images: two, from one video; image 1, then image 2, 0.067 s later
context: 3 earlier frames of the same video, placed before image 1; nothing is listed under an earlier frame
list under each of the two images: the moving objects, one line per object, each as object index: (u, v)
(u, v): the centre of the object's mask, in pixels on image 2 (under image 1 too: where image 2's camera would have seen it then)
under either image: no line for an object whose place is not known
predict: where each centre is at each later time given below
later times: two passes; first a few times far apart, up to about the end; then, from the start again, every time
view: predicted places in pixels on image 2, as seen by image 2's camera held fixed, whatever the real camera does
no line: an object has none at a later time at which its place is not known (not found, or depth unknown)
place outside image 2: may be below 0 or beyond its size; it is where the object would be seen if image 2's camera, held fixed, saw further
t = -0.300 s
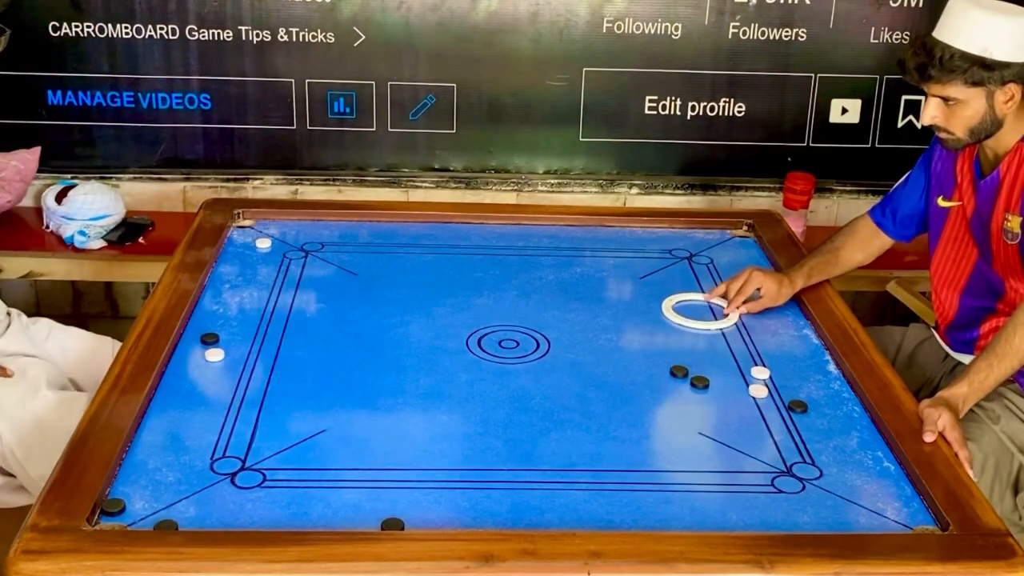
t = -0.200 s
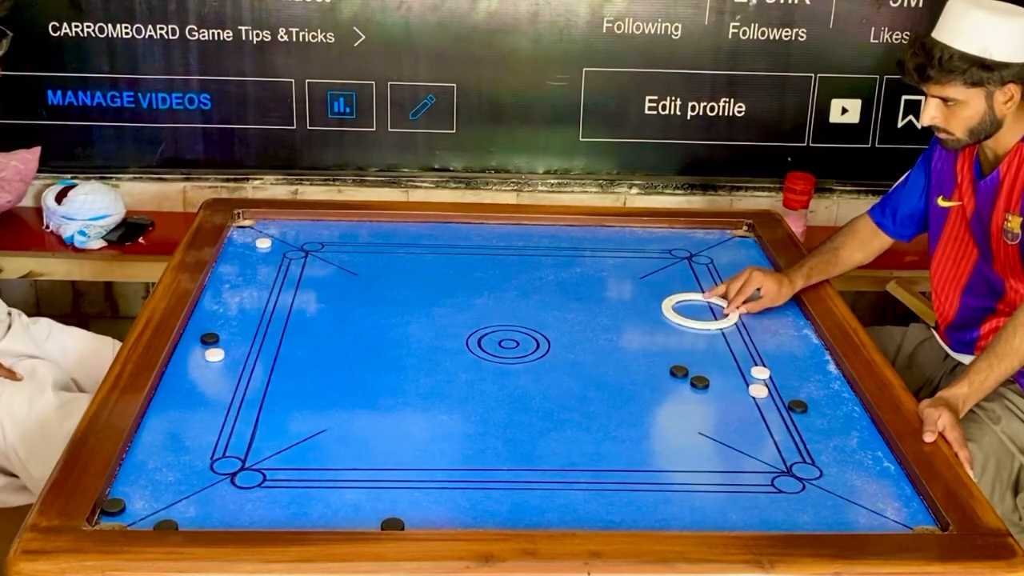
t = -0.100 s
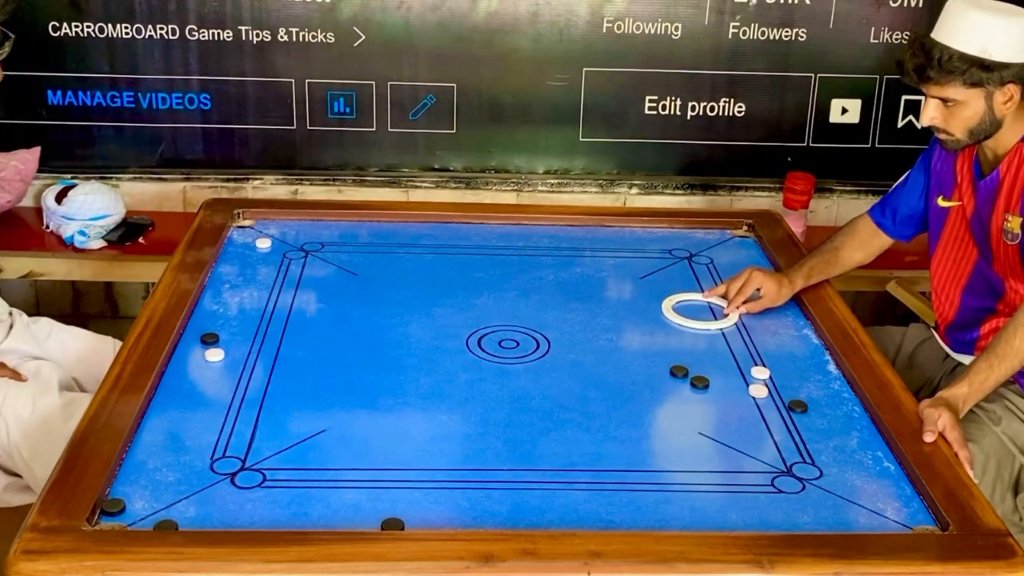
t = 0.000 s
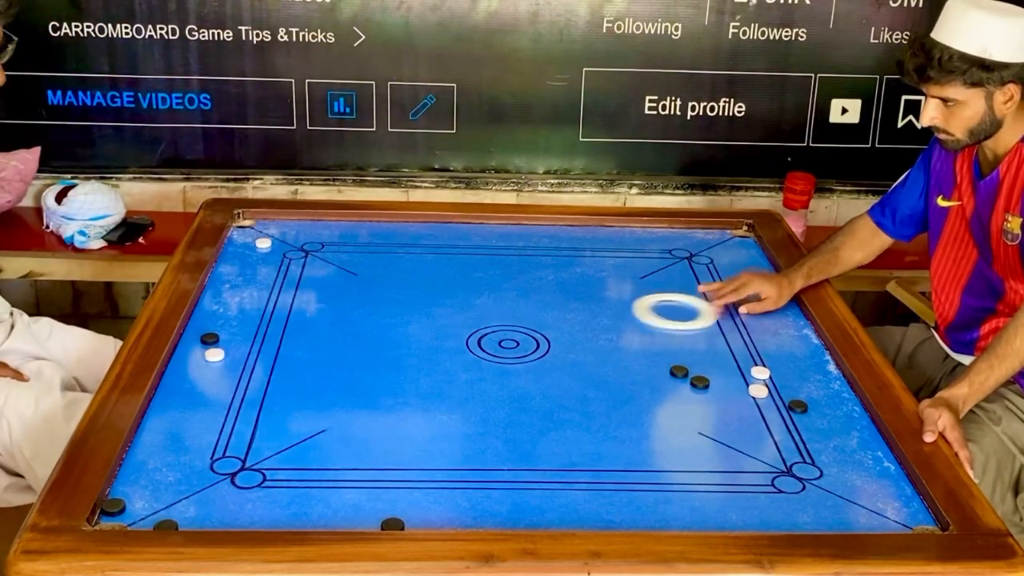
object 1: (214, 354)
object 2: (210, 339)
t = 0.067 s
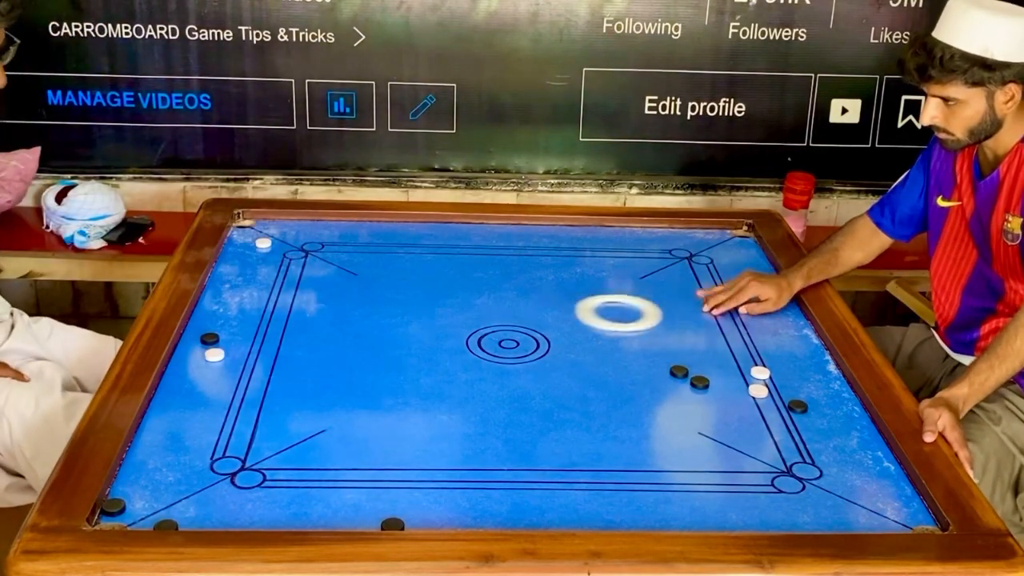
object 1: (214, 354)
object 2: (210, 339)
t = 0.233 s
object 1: (214, 354)
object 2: (210, 339)
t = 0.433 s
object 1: (214, 354)
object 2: (210, 339)
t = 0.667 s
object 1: (242, 360)
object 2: (199, 359)
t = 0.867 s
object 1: (301, 370)
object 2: (205, 372)
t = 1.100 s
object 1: (360, 381)
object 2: (211, 386)
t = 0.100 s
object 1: (214, 354)
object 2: (210, 339)
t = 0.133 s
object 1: (214, 354)
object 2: (210, 339)
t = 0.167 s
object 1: (214, 354)
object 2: (210, 339)
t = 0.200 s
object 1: (214, 354)
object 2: (210, 339)
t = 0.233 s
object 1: (214, 354)
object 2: (210, 339)
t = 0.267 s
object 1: (214, 354)
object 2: (210, 339)
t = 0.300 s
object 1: (214, 354)
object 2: (210, 339)
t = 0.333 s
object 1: (214, 354)
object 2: (210, 339)
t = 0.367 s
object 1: (214, 354)
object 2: (210, 339)
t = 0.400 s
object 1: (214, 354)
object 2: (210, 338)
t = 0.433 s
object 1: (214, 354)
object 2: (210, 339)
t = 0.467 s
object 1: (214, 354)
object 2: (210, 339)
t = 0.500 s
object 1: (214, 354)
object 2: (200, 341)
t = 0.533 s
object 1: (214, 354)
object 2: (184, 347)
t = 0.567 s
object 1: (214, 355)
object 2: (194, 351)
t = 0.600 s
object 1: (221, 355)
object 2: (197, 353)
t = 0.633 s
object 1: (232, 358)
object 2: (198, 357)
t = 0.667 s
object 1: (242, 360)
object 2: (199, 359)
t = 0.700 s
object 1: (253, 362)
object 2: (200, 361)
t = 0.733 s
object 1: (263, 364)
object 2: (201, 364)
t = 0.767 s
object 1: (272, 366)
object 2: (202, 366)
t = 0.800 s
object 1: (282, 367)
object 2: (203, 368)
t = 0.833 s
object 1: (292, 369)
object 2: (204, 370)
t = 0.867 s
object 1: (301, 370)
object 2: (205, 372)
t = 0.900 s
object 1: (310, 372)
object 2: (206, 374)
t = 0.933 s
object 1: (318, 374)
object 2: (207, 376)
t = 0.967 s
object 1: (327, 375)
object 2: (208, 378)
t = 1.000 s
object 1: (335, 376)
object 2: (208, 380)
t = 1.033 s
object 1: (344, 378)
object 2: (209, 382)
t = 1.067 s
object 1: (352, 379)
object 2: (210, 384)
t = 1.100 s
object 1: (360, 381)
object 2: (211, 386)
